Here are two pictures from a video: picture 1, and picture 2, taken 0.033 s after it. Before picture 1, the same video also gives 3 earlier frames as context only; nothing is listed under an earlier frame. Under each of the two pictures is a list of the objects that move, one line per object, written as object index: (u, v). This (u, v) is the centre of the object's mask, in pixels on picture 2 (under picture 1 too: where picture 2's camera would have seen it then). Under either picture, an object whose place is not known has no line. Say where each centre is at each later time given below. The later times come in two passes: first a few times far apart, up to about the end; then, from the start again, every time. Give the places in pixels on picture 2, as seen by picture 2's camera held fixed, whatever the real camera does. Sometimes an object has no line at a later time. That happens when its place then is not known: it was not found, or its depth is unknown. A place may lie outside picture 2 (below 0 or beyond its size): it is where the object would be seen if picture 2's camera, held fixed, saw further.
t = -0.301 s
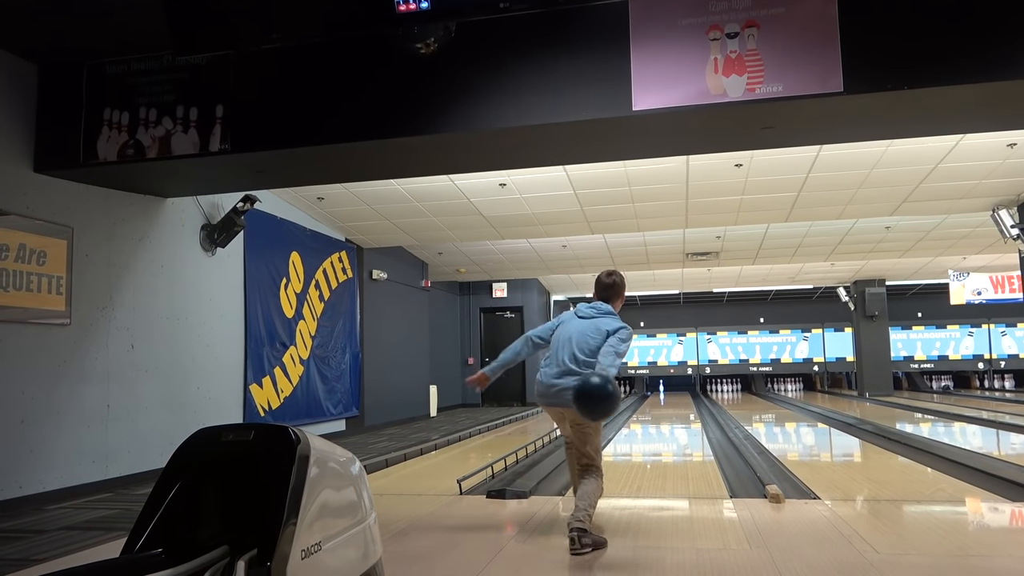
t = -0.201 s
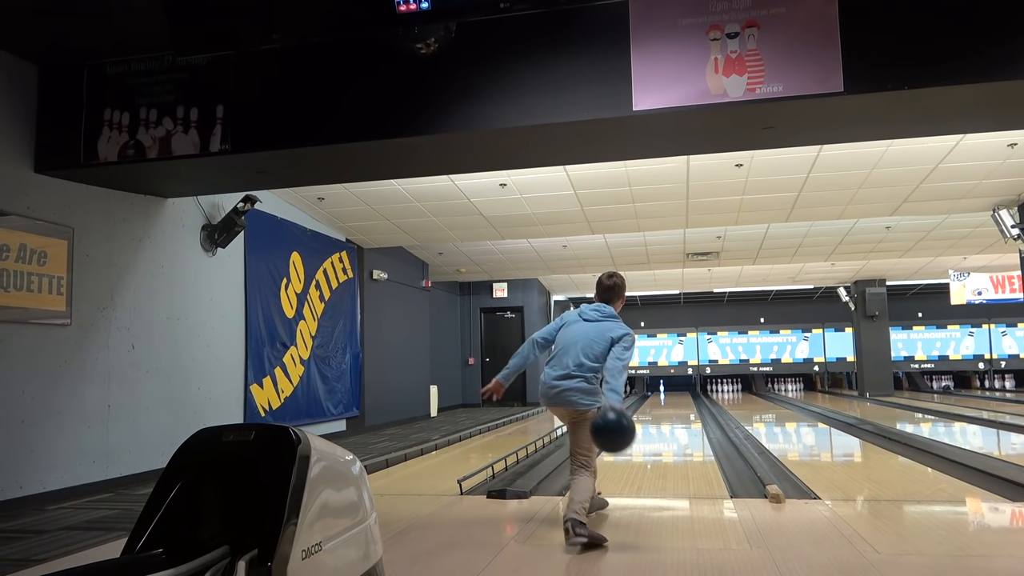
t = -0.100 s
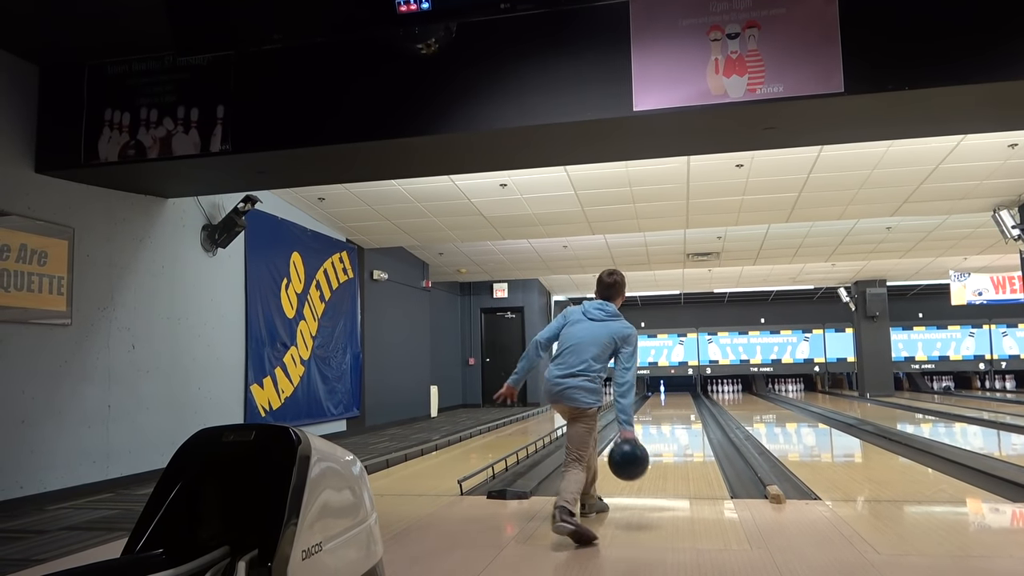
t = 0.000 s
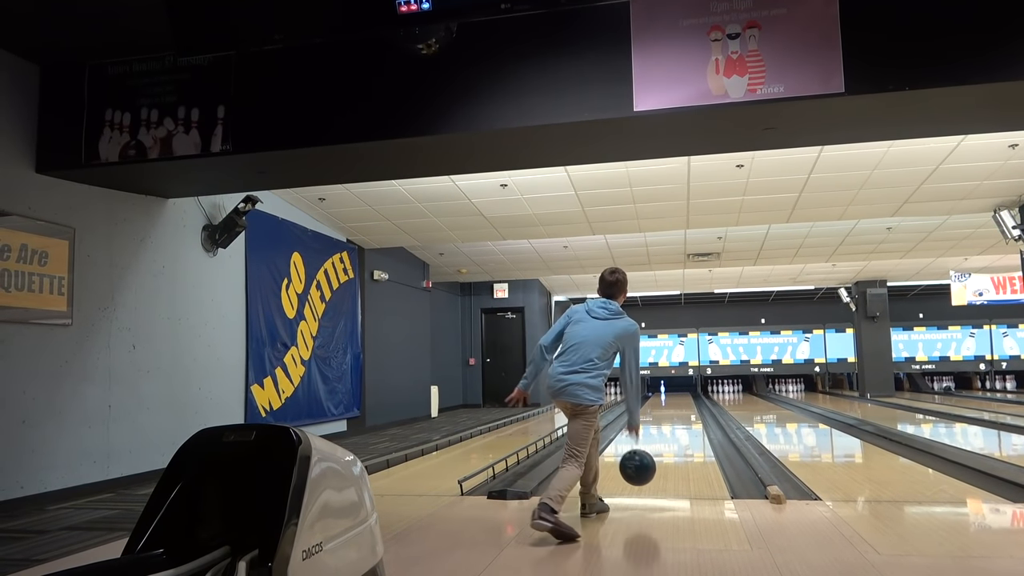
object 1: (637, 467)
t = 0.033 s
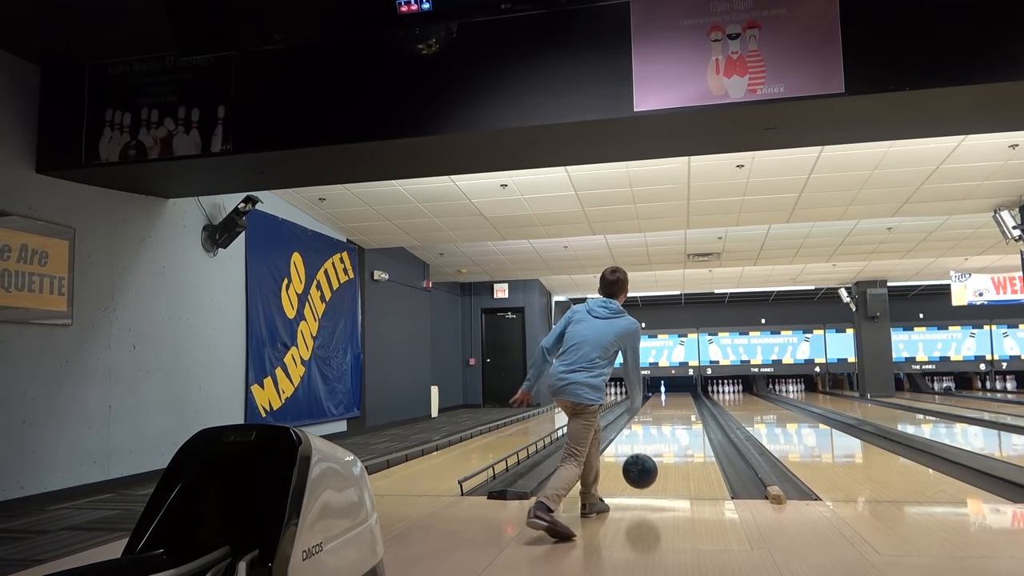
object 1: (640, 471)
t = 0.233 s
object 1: (649, 462)
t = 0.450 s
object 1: (654, 446)
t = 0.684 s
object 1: (659, 434)
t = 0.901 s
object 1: (662, 425)
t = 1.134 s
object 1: (664, 418)
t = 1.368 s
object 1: (666, 413)
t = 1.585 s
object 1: (667, 409)
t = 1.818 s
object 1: (668, 405)
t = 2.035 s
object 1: (669, 403)
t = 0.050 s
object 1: (641, 473)
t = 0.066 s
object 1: (642, 476)
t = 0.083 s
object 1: (643, 478)
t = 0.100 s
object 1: (643, 476)
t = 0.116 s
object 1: (644, 474)
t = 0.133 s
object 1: (645, 471)
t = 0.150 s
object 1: (645, 469)
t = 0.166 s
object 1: (646, 468)
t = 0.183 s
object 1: (647, 467)
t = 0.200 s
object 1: (647, 466)
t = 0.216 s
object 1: (648, 464)
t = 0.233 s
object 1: (649, 462)
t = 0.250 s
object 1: (649, 461)
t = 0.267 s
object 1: (650, 459)
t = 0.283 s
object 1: (650, 458)
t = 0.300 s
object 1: (651, 456)
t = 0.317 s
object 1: (651, 455)
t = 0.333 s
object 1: (651, 454)
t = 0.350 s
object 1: (652, 453)
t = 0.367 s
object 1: (652, 452)
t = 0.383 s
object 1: (653, 450)
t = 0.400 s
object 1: (653, 449)
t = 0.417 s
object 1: (654, 448)
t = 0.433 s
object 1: (654, 447)
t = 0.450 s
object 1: (654, 446)
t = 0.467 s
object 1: (655, 445)
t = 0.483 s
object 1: (655, 444)
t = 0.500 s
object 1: (656, 443)
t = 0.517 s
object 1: (656, 442)
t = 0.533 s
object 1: (656, 441)
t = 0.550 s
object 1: (656, 440)
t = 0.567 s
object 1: (657, 439)
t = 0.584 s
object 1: (657, 439)
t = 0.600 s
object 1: (657, 438)
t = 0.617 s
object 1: (658, 437)
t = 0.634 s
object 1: (658, 436)
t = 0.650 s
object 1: (658, 435)
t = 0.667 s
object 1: (658, 435)
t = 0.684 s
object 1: (659, 434)
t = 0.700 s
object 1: (659, 433)
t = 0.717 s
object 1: (659, 432)
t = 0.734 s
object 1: (660, 431)
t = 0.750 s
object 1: (660, 431)
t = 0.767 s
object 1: (660, 430)
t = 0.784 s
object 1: (660, 429)
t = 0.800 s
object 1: (660, 429)
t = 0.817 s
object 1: (661, 428)
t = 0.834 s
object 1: (661, 427)
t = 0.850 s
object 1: (661, 427)
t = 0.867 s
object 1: (661, 426)
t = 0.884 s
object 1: (661, 426)
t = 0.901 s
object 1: (662, 425)
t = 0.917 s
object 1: (662, 425)
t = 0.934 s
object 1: (662, 424)
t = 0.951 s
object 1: (662, 424)
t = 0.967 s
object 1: (662, 423)
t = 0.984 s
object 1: (663, 423)
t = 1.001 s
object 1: (663, 422)
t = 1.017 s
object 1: (663, 422)
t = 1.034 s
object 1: (663, 421)
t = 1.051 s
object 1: (663, 420)
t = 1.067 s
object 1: (664, 420)
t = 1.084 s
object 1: (664, 420)
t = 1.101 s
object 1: (664, 419)
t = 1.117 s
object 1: (664, 419)
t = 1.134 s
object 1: (664, 418)
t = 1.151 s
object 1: (664, 418)
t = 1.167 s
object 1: (665, 417)
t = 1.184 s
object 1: (665, 417)
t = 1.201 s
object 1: (665, 417)
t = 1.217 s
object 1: (665, 416)
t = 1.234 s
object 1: (665, 416)
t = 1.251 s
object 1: (665, 415)
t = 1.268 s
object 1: (665, 415)
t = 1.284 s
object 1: (666, 414)
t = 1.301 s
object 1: (666, 414)
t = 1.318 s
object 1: (666, 414)
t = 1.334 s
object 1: (666, 413)
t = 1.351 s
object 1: (666, 413)
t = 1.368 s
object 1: (666, 413)
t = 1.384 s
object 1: (666, 412)
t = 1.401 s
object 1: (666, 412)
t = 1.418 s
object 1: (666, 412)
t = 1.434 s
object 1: (666, 412)
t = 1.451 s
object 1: (666, 411)
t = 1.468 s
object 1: (667, 411)
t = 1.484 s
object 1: (667, 411)
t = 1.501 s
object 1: (667, 410)
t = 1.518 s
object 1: (667, 410)
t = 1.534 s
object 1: (667, 410)
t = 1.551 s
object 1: (667, 410)
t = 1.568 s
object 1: (667, 409)
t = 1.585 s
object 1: (667, 409)
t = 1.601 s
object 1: (667, 409)
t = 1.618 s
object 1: (667, 408)
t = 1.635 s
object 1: (667, 408)
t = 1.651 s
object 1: (667, 408)
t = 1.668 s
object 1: (668, 408)
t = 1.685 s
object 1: (668, 407)
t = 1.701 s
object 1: (668, 407)
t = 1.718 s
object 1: (668, 407)
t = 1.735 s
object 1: (668, 407)
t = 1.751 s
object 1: (668, 406)
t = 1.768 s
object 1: (668, 406)
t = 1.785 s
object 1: (668, 406)
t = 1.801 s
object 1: (668, 406)
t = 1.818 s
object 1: (668, 405)
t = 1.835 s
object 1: (668, 405)
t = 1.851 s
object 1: (669, 405)
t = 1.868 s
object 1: (669, 405)
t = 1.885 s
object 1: (669, 404)
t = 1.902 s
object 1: (669, 404)
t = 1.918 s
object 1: (669, 404)
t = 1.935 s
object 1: (669, 404)
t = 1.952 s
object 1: (669, 404)
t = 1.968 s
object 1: (669, 403)
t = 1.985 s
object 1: (669, 403)
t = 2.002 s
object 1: (669, 403)
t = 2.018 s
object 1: (669, 403)
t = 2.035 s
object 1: (669, 403)
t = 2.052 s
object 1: (669, 402)
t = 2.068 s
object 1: (669, 402)
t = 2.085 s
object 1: (669, 402)
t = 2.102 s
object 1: (670, 402)
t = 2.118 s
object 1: (670, 402)
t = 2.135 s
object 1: (670, 401)
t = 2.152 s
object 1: (670, 401)
